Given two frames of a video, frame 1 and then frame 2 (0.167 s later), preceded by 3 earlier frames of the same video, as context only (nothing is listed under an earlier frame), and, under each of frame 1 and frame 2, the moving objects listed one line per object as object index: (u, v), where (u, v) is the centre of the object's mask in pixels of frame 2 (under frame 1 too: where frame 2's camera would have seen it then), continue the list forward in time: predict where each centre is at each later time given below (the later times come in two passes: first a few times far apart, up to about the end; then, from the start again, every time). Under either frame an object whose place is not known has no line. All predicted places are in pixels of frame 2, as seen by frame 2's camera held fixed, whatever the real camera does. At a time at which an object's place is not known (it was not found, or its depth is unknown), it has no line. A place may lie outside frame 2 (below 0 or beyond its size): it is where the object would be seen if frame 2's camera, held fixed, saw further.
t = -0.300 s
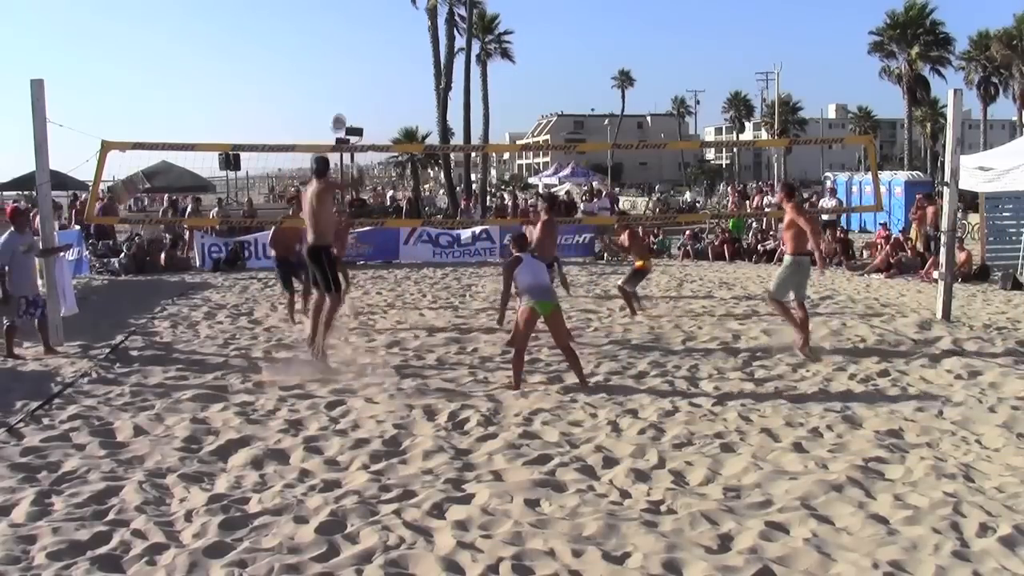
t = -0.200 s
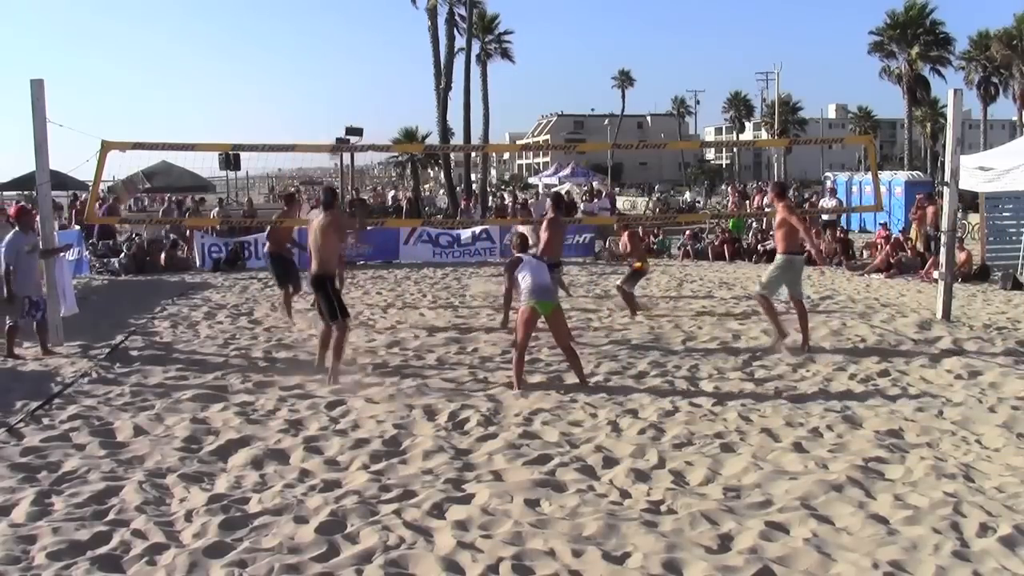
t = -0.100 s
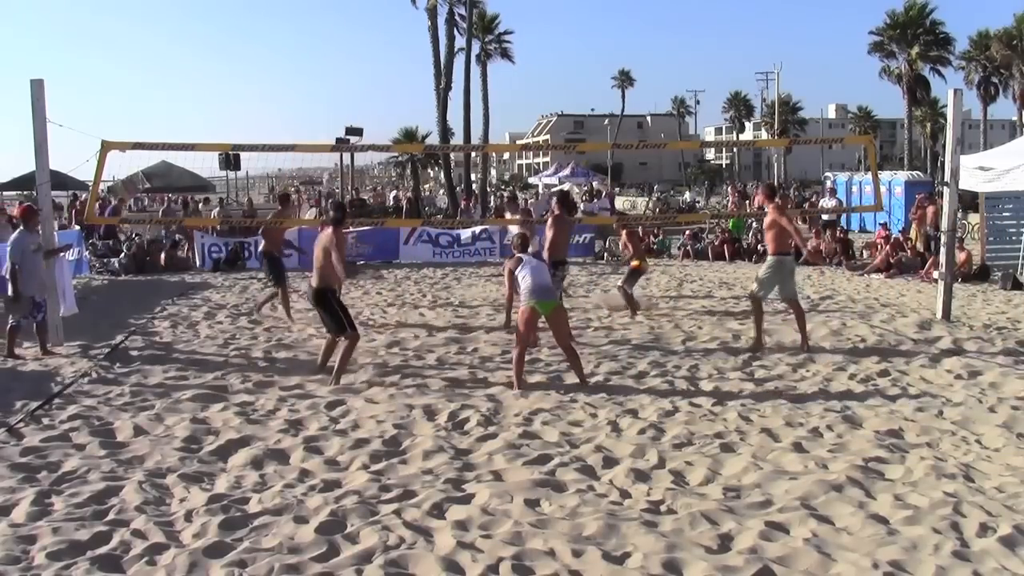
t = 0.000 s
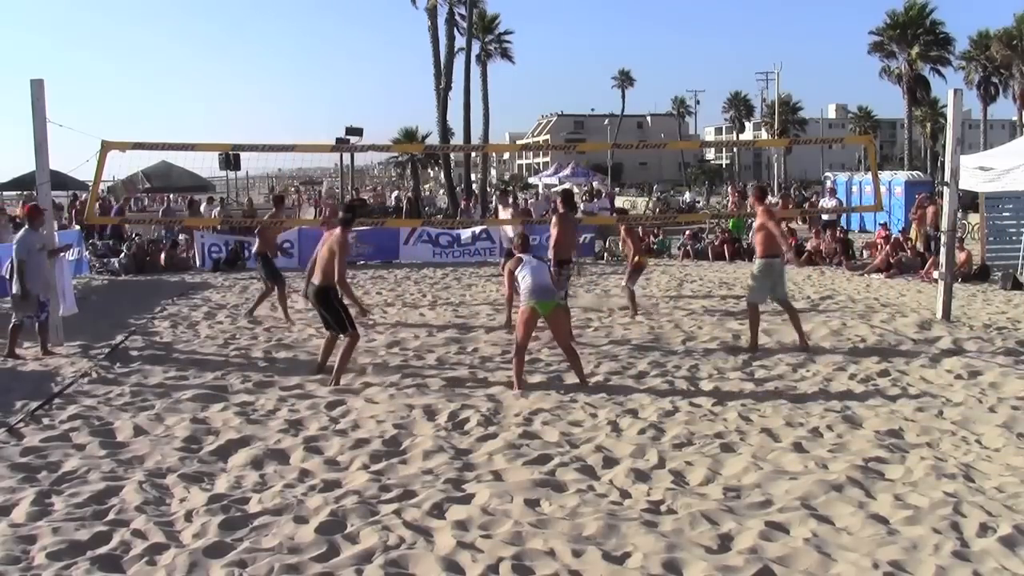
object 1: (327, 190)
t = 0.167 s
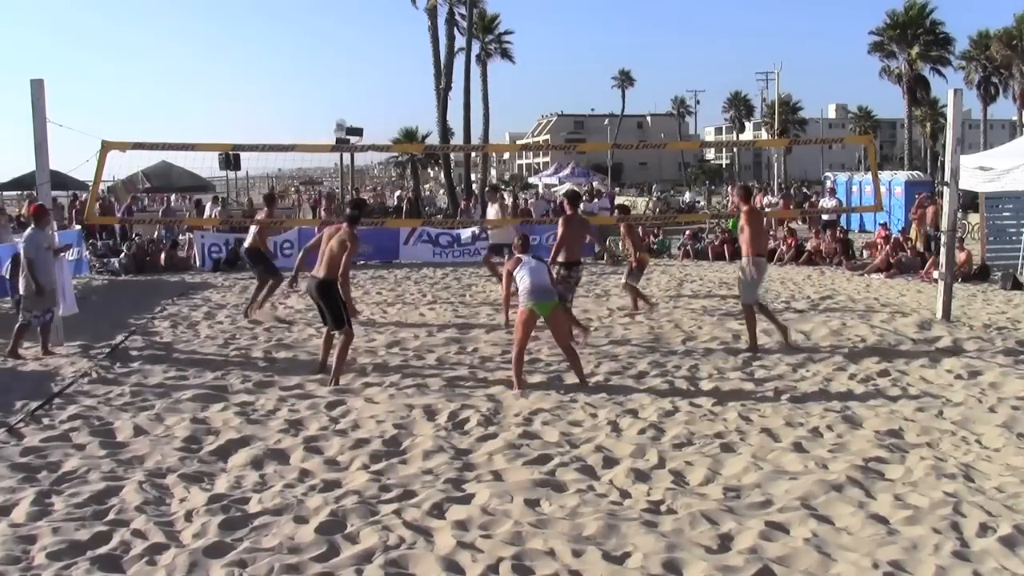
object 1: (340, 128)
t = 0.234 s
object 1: (344, 108)
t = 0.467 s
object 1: (361, 60)
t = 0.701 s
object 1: (380, 46)
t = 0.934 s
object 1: (401, 67)
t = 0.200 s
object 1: (342, 117)
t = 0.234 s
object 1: (344, 108)
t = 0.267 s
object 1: (346, 99)
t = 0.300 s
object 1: (349, 90)
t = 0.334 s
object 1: (351, 83)
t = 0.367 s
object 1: (354, 76)
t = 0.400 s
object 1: (356, 70)
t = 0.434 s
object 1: (359, 64)
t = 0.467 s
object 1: (361, 60)
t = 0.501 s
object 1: (364, 56)
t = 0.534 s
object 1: (366, 53)
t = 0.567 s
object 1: (369, 50)
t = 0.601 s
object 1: (372, 48)
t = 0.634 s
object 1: (374, 46)
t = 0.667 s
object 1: (377, 46)
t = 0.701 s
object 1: (380, 46)
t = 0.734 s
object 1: (383, 47)
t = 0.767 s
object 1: (386, 49)
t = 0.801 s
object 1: (389, 51)
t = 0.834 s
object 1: (392, 54)
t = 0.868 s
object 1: (395, 57)
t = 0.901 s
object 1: (397, 62)
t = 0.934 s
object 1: (401, 67)
